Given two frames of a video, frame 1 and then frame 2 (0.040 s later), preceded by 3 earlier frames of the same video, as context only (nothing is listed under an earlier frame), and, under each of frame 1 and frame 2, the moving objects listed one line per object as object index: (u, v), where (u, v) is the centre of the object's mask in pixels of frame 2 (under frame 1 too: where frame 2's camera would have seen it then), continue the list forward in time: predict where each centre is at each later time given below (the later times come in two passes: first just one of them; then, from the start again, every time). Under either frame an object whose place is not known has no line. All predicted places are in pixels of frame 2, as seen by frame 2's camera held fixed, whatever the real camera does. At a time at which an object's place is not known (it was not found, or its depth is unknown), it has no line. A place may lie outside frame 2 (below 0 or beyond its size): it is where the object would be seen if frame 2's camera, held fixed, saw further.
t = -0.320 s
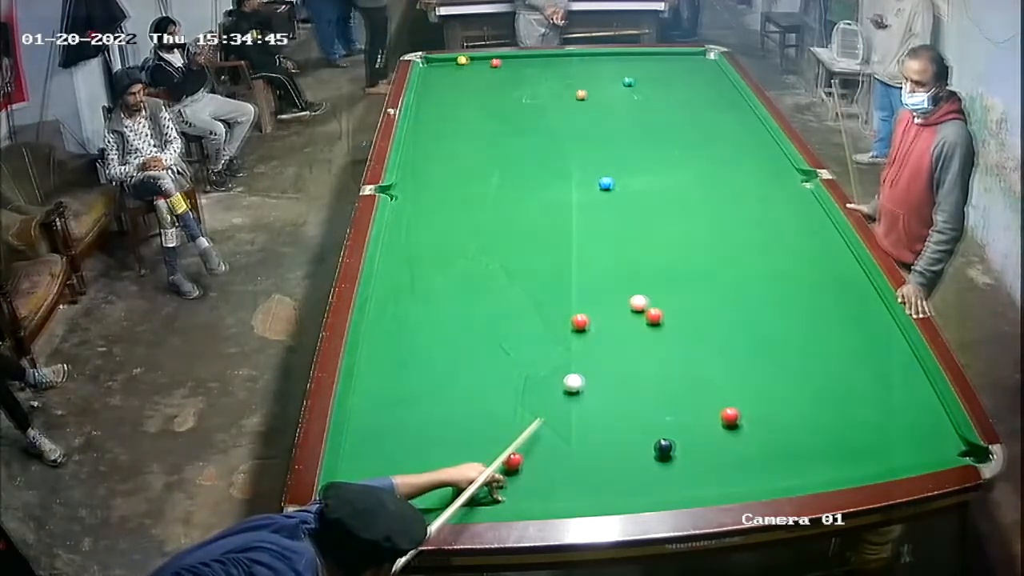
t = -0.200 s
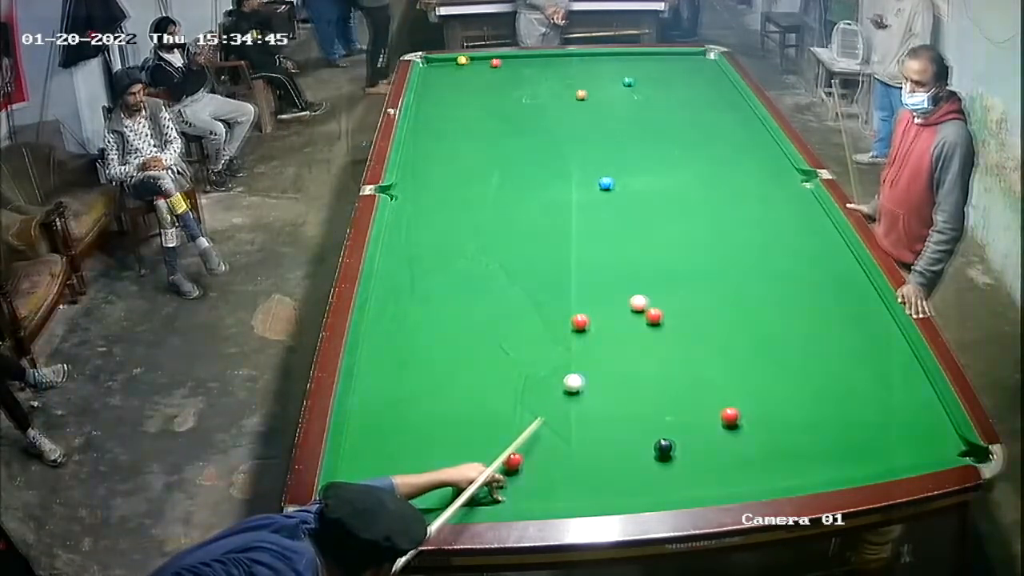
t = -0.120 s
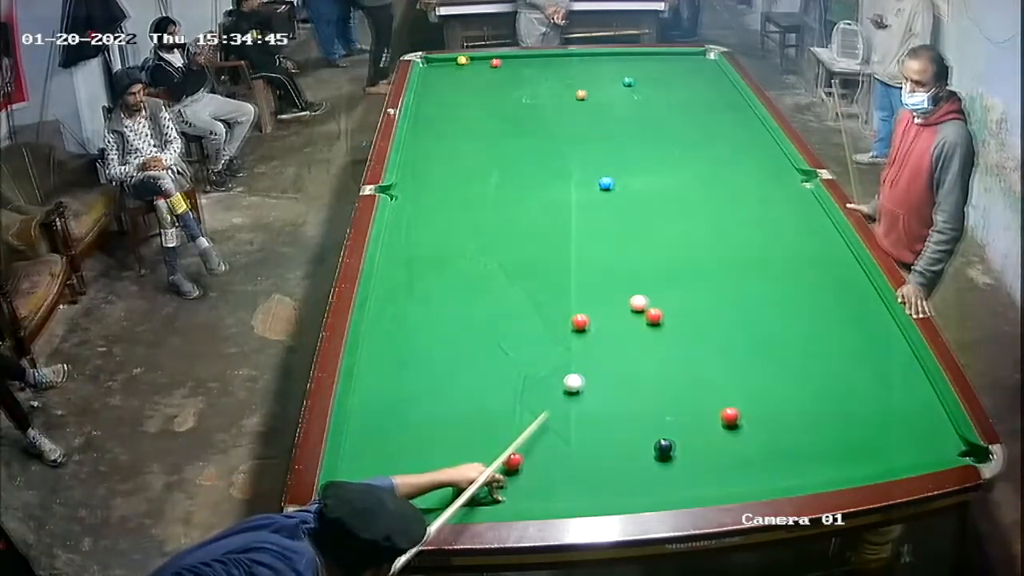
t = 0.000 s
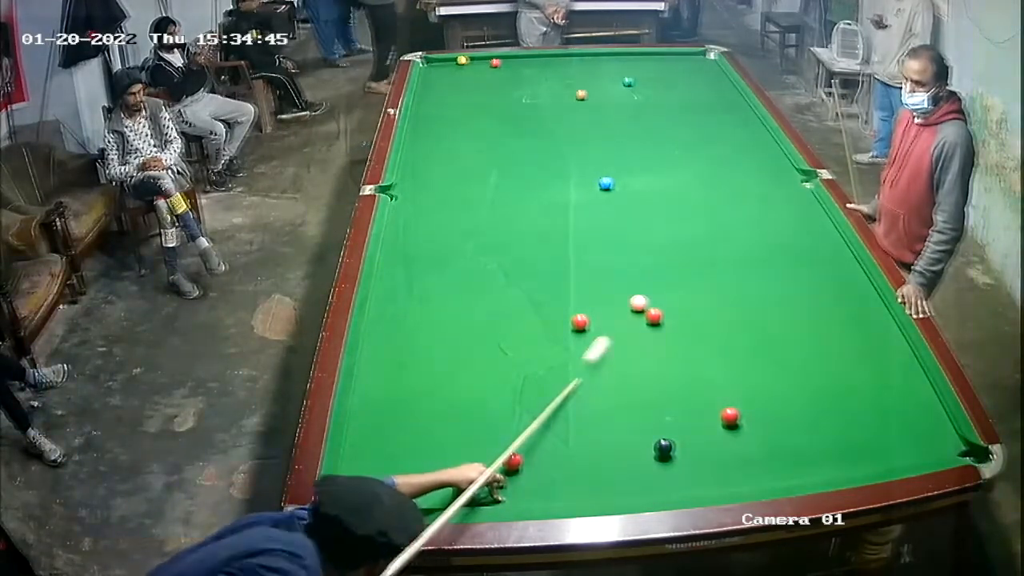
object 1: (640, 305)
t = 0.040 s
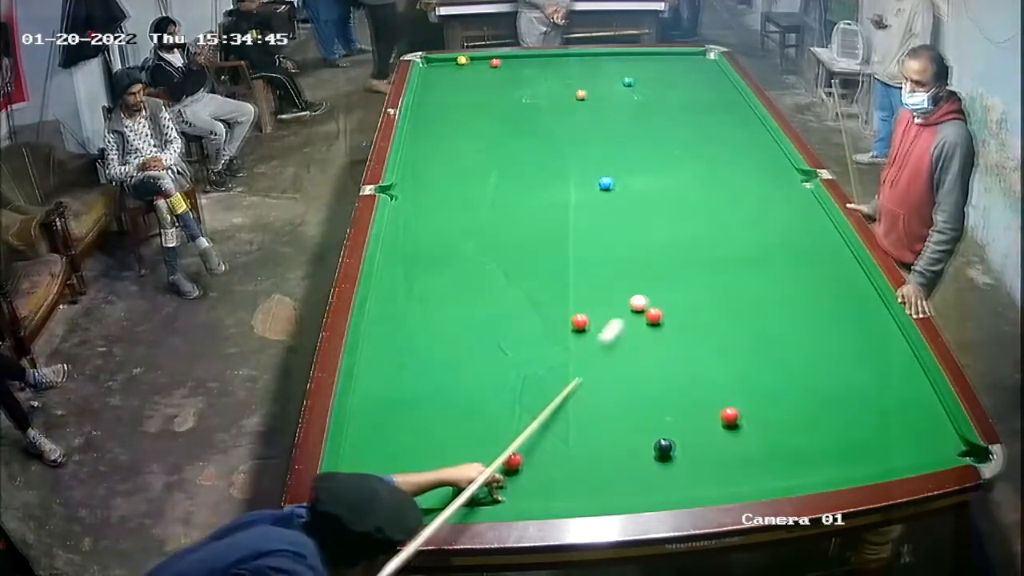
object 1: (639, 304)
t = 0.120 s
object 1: (648, 296)
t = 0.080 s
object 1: (640, 303)
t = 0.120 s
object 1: (648, 296)
